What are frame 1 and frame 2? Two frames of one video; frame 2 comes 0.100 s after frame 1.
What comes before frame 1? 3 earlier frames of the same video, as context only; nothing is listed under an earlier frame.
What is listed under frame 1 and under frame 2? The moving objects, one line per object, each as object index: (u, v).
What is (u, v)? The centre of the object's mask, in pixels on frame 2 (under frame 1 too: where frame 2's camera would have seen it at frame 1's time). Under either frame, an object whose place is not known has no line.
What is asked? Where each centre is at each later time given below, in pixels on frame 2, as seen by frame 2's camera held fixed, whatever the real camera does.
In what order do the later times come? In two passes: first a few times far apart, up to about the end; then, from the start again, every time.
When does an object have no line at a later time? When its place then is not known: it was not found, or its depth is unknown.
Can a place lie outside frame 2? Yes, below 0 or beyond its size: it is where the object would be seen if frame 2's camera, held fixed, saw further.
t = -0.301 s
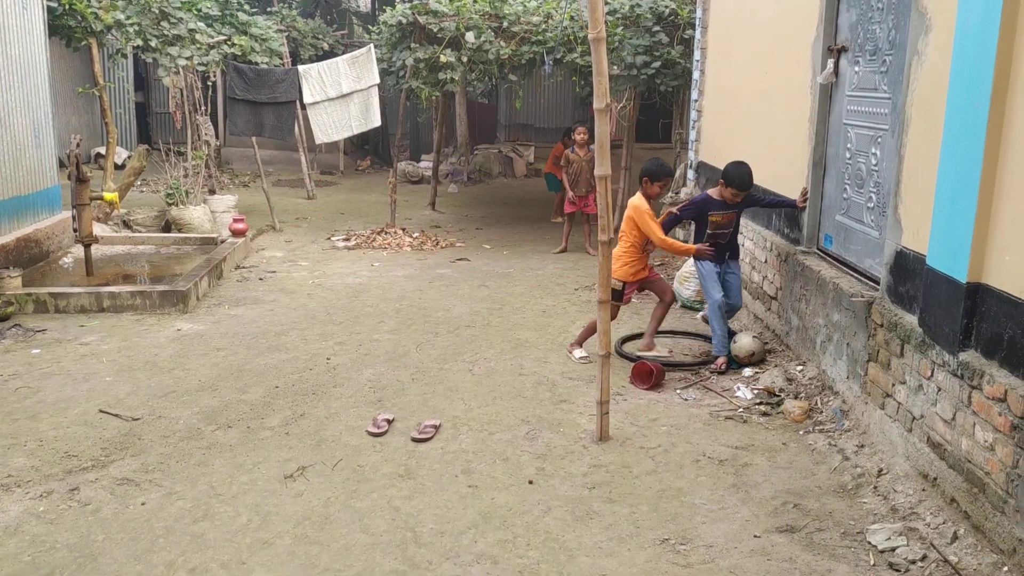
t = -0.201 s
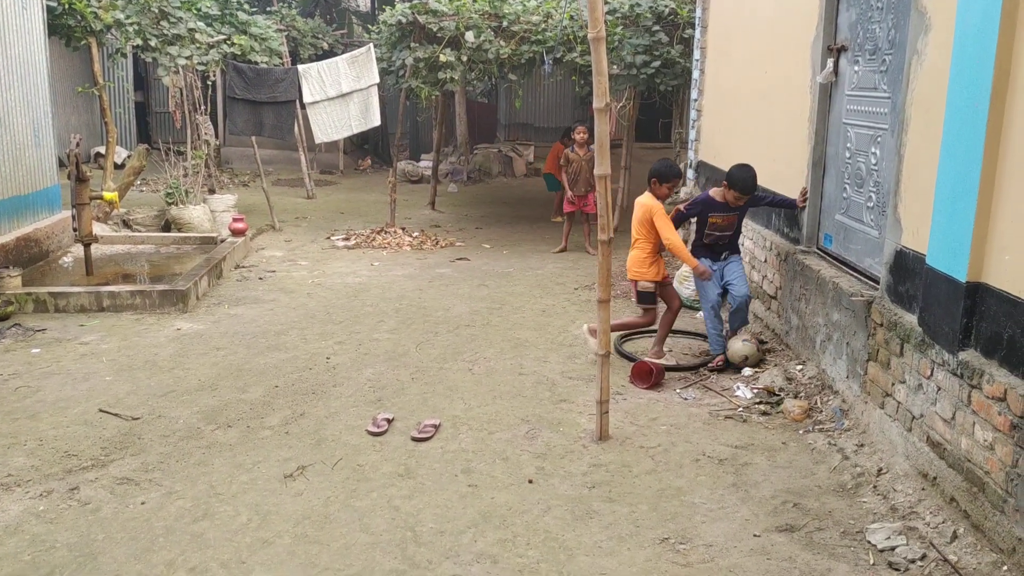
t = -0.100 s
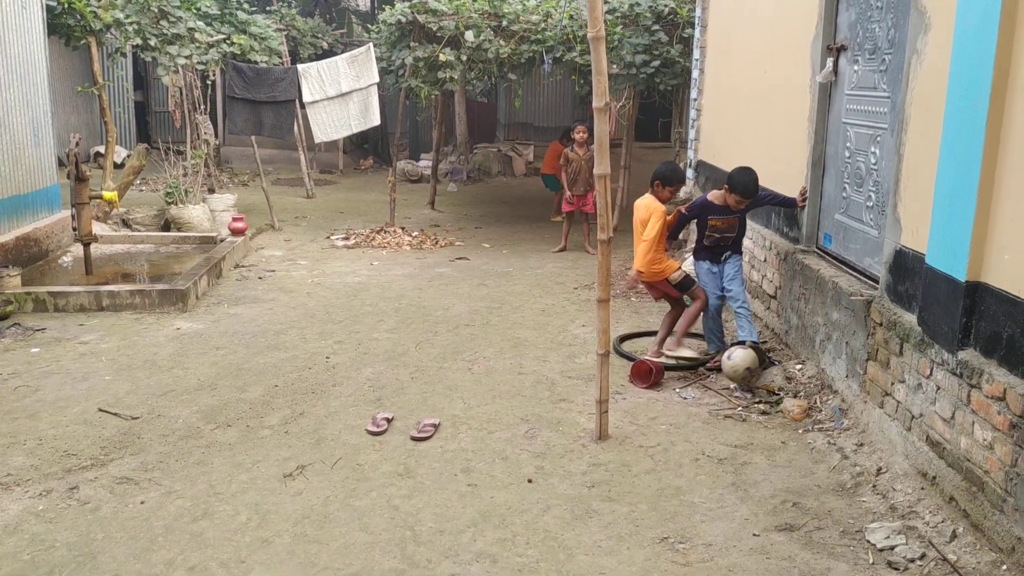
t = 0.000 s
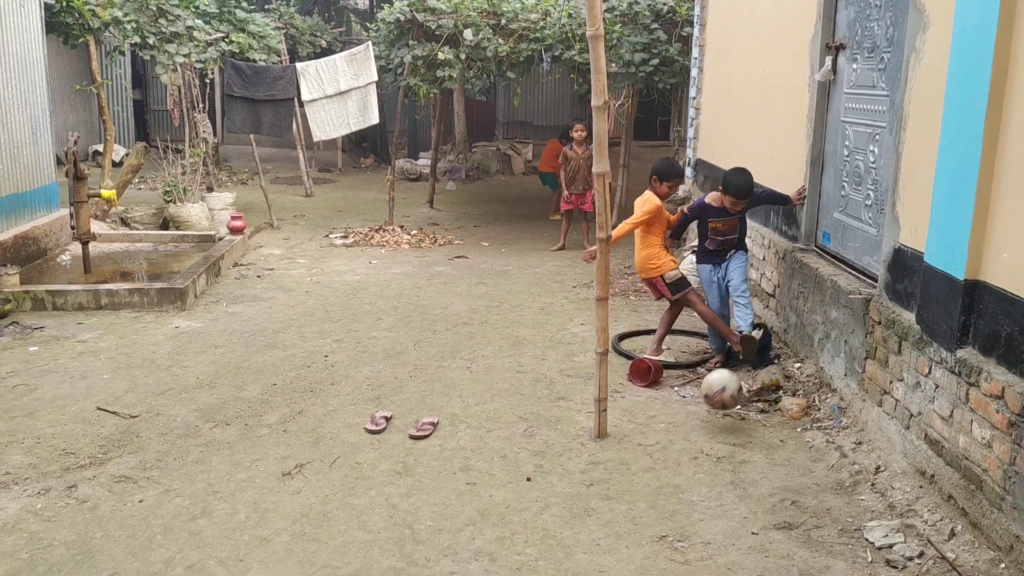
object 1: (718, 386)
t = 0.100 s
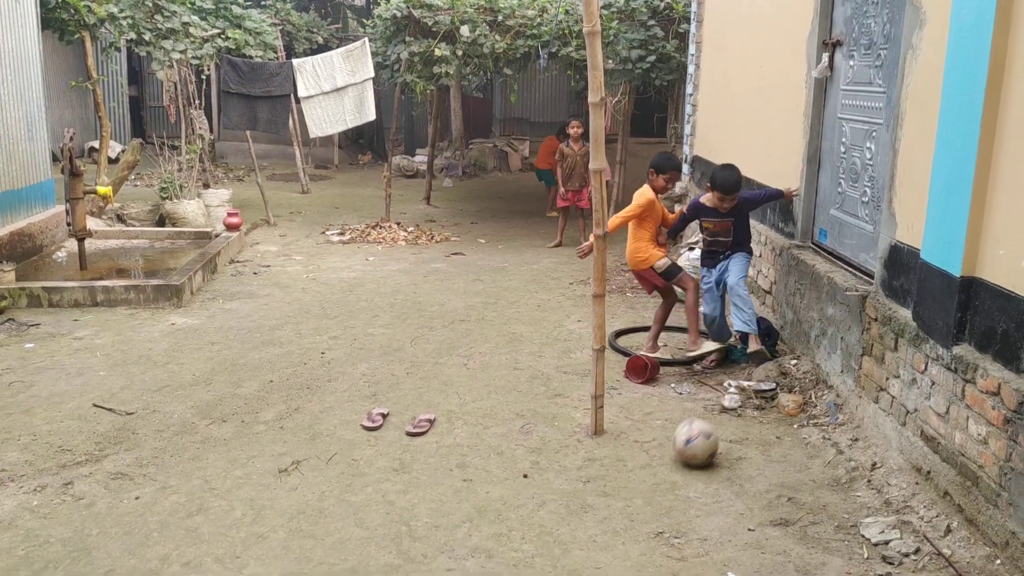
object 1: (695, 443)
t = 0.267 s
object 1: (656, 464)
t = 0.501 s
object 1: (584, 529)
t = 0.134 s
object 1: (689, 444)
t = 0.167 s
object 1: (681, 445)
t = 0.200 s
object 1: (673, 448)
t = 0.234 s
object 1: (666, 454)
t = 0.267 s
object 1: (656, 464)
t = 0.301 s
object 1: (647, 477)
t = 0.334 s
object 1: (637, 494)
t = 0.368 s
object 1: (626, 512)
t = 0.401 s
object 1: (617, 511)
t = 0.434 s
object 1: (607, 514)
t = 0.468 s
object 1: (595, 520)
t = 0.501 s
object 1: (584, 529)
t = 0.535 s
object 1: (571, 544)
